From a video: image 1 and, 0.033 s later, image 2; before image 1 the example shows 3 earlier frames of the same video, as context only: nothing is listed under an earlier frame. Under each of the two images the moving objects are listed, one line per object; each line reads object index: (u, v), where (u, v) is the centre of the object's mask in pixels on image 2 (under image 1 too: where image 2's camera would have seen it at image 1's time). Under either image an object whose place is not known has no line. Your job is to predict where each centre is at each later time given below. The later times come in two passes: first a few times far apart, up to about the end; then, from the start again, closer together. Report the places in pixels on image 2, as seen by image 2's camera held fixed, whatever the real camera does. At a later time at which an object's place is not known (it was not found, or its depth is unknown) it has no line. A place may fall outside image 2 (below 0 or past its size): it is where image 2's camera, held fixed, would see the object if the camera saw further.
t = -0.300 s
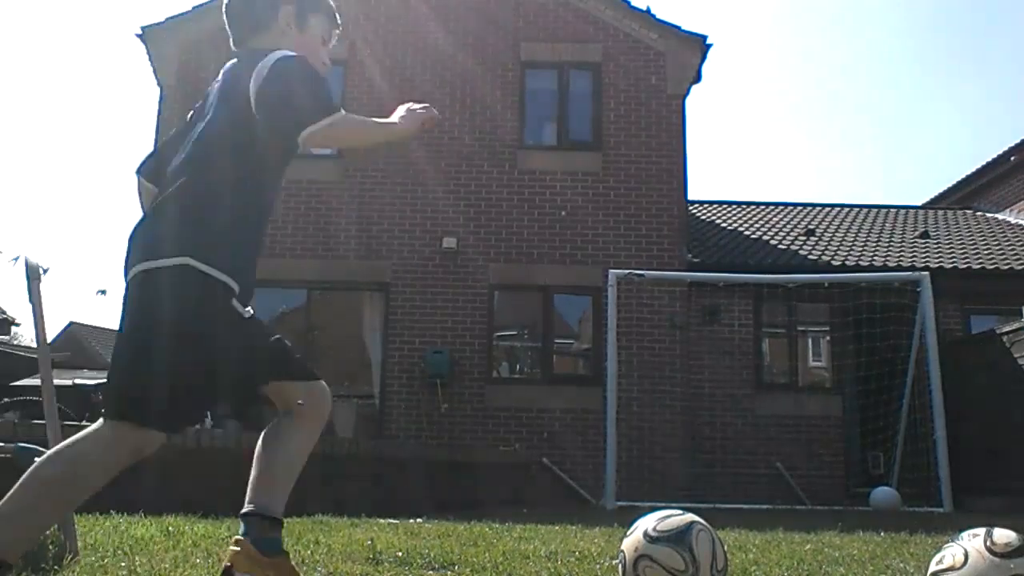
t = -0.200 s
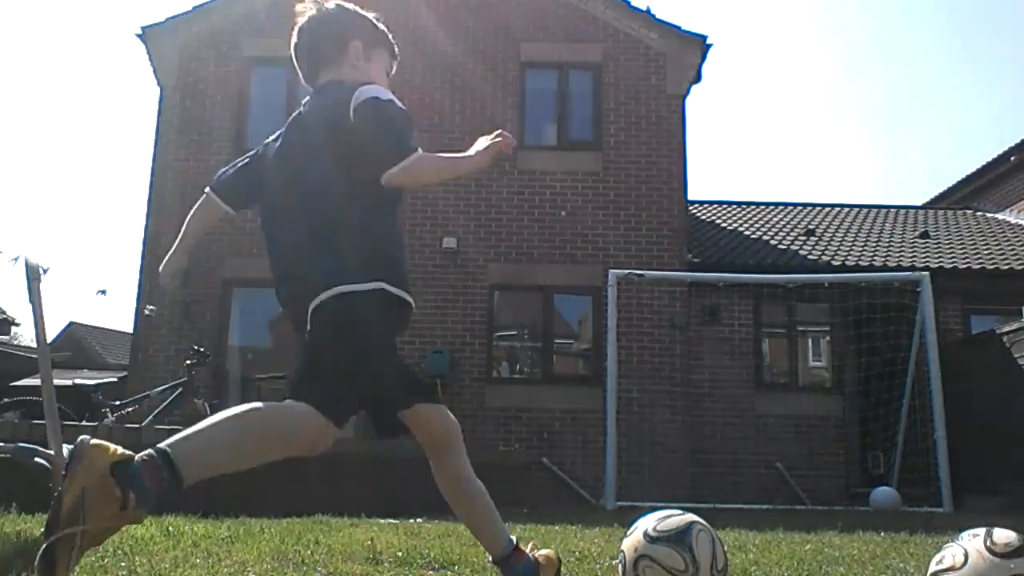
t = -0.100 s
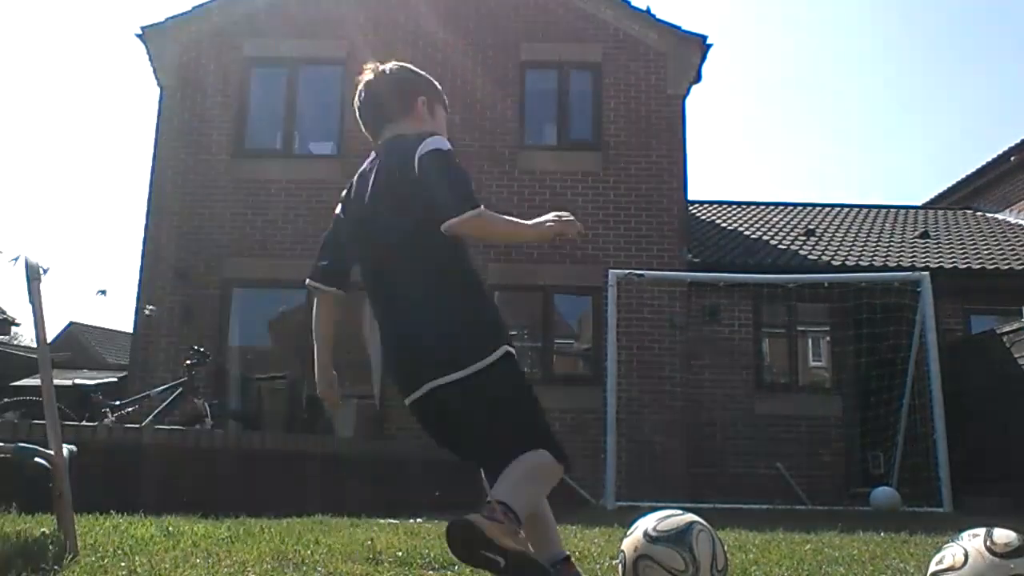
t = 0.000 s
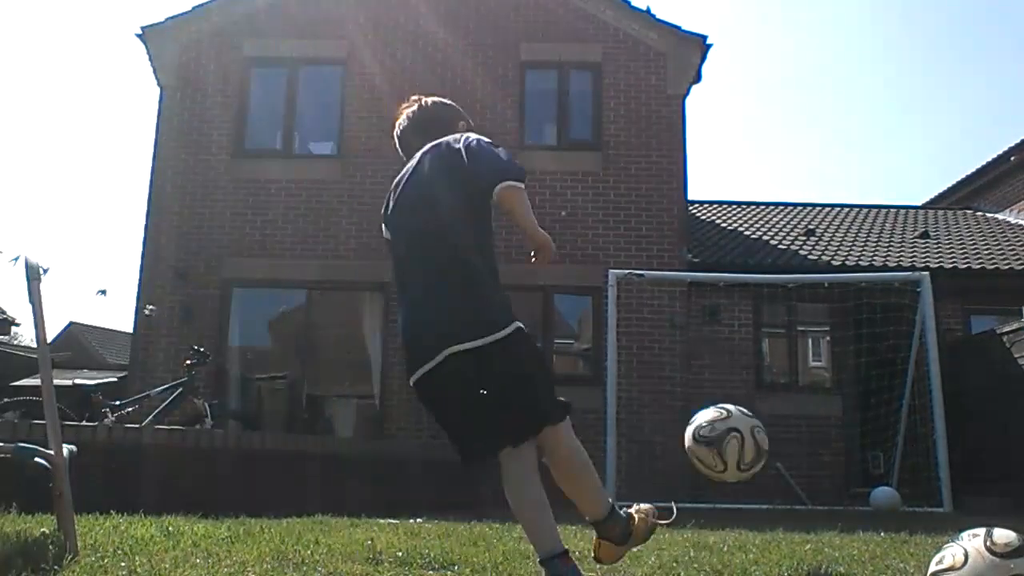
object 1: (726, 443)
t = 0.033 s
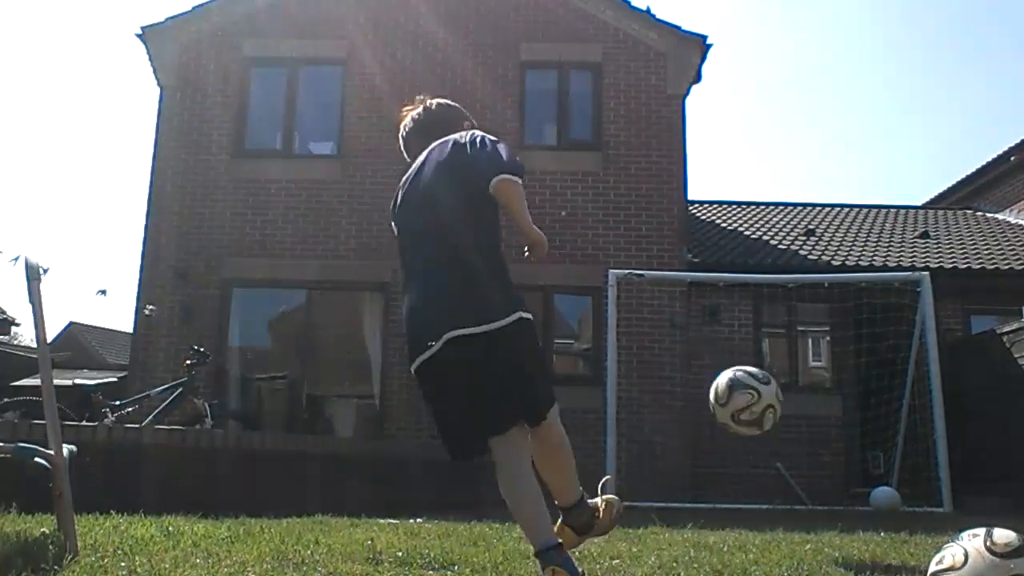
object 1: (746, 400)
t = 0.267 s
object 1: (809, 297)
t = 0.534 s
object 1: (836, 322)
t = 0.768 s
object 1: (858, 434)
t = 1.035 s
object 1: (850, 426)
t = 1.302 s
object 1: (837, 379)
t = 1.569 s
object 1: (827, 417)
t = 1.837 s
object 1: (818, 471)
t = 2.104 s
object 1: (800, 423)
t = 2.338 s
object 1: (786, 451)
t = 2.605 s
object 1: (773, 467)
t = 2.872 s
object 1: (764, 470)
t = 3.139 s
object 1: (761, 476)
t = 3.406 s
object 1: (763, 493)
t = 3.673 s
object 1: (764, 496)
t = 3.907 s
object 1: (764, 499)
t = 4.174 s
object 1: (765, 500)
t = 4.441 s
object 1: (766, 500)
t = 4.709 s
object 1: (767, 501)
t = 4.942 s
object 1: (761, 500)
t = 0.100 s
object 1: (772, 344)
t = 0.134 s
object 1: (781, 327)
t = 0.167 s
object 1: (790, 315)
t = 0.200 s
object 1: (797, 306)
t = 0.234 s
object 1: (804, 301)
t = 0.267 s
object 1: (809, 297)
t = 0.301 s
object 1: (813, 296)
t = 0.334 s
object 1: (817, 295)
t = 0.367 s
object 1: (821, 297)
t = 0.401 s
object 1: (824, 299)
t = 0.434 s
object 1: (828, 305)
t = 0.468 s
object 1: (830, 308)
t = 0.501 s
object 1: (833, 314)
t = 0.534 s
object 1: (836, 322)
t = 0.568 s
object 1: (839, 328)
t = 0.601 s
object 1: (843, 336)
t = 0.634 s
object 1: (848, 348)
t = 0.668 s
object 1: (852, 366)
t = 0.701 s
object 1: (853, 387)
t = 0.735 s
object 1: (856, 409)
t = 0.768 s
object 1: (858, 434)
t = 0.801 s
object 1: (860, 457)
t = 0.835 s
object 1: (863, 482)
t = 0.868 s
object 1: (861, 499)
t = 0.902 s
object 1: (861, 482)
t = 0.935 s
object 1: (858, 465)
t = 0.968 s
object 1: (855, 451)
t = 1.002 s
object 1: (853, 437)
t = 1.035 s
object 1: (850, 426)
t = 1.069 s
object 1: (847, 415)
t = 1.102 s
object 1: (847, 403)
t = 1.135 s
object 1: (844, 398)
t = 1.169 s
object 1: (843, 393)
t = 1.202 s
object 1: (841, 387)
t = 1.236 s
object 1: (839, 383)
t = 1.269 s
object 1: (837, 380)
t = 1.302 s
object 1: (837, 379)
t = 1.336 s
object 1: (836, 379)
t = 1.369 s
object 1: (834, 381)
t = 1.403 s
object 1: (833, 383)
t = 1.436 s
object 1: (831, 387)
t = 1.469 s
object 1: (830, 393)
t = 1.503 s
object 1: (830, 398)
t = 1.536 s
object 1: (828, 406)
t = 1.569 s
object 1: (827, 417)
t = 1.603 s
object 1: (826, 427)
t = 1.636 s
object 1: (826, 440)
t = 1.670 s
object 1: (826, 453)
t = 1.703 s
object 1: (825, 469)
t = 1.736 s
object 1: (825, 486)
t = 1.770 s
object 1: (824, 496)
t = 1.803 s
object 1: (821, 482)
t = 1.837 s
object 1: (818, 471)
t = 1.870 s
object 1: (816, 461)
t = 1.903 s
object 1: (813, 451)
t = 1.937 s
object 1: (811, 443)
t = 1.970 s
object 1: (809, 437)
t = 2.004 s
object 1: (806, 431)
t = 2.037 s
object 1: (804, 427)
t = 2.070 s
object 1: (802, 424)
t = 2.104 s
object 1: (800, 423)
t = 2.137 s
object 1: (798, 423)
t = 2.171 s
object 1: (796, 424)
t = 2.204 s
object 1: (794, 427)
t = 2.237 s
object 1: (792, 432)
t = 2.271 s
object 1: (790, 436)
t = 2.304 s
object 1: (788, 444)
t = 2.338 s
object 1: (786, 451)
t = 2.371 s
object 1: (784, 463)
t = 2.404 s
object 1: (782, 475)
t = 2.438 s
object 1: (781, 488)
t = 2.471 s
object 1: (780, 499)
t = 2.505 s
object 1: (779, 489)
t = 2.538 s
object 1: (776, 477)
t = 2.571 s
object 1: (775, 472)
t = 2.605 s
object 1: (773, 467)
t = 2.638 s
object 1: (771, 462)
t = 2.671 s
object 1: (770, 460)
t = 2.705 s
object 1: (769, 459)
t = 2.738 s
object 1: (768, 459)
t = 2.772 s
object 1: (766, 459)
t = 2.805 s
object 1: (766, 461)
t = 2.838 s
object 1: (765, 466)
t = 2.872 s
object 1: (764, 470)
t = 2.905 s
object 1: (762, 479)
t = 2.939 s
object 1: (761, 488)
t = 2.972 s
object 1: (759, 499)
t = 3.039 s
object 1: (760, 487)
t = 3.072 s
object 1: (760, 482)
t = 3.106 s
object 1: (760, 478)
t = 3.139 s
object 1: (761, 476)
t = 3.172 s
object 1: (761, 475)
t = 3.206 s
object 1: (761, 476)
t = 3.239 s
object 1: (761, 478)
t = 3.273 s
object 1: (762, 482)
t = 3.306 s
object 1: (762, 487)
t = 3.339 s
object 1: (763, 496)
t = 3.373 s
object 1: (763, 496)
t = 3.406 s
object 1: (763, 493)
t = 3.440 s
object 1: (763, 490)
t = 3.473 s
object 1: (763, 488)
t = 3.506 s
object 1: (764, 488)
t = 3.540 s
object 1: (764, 491)
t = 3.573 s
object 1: (764, 494)
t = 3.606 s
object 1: (765, 498)
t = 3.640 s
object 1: (764, 497)
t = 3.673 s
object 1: (764, 496)
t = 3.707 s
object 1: (764, 496)
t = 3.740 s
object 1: (764, 497)
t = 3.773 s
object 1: (763, 498)
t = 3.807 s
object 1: (764, 498)
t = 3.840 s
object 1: (764, 498)
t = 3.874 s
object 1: (764, 499)
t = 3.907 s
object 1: (764, 499)
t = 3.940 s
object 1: (764, 498)
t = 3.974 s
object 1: (764, 499)
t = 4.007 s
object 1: (764, 498)
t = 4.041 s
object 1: (765, 499)
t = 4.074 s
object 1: (765, 500)
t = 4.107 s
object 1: (765, 499)
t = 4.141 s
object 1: (765, 500)
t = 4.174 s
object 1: (765, 500)
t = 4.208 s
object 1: (765, 500)
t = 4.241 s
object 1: (764, 500)
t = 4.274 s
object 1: (765, 500)
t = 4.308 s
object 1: (765, 500)
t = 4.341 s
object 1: (765, 500)
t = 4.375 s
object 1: (765, 500)
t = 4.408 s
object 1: (766, 500)
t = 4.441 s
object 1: (766, 500)
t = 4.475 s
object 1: (767, 500)
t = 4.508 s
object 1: (767, 501)
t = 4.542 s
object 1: (767, 501)
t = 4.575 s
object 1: (767, 501)
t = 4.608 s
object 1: (768, 502)
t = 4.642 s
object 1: (767, 501)
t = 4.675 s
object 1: (767, 501)
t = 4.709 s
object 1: (767, 501)
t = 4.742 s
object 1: (766, 501)
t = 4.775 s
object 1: (765, 500)
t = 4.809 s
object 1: (764, 500)
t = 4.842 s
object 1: (763, 500)
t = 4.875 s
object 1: (763, 500)
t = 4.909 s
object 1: (762, 500)
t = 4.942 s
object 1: (761, 500)
